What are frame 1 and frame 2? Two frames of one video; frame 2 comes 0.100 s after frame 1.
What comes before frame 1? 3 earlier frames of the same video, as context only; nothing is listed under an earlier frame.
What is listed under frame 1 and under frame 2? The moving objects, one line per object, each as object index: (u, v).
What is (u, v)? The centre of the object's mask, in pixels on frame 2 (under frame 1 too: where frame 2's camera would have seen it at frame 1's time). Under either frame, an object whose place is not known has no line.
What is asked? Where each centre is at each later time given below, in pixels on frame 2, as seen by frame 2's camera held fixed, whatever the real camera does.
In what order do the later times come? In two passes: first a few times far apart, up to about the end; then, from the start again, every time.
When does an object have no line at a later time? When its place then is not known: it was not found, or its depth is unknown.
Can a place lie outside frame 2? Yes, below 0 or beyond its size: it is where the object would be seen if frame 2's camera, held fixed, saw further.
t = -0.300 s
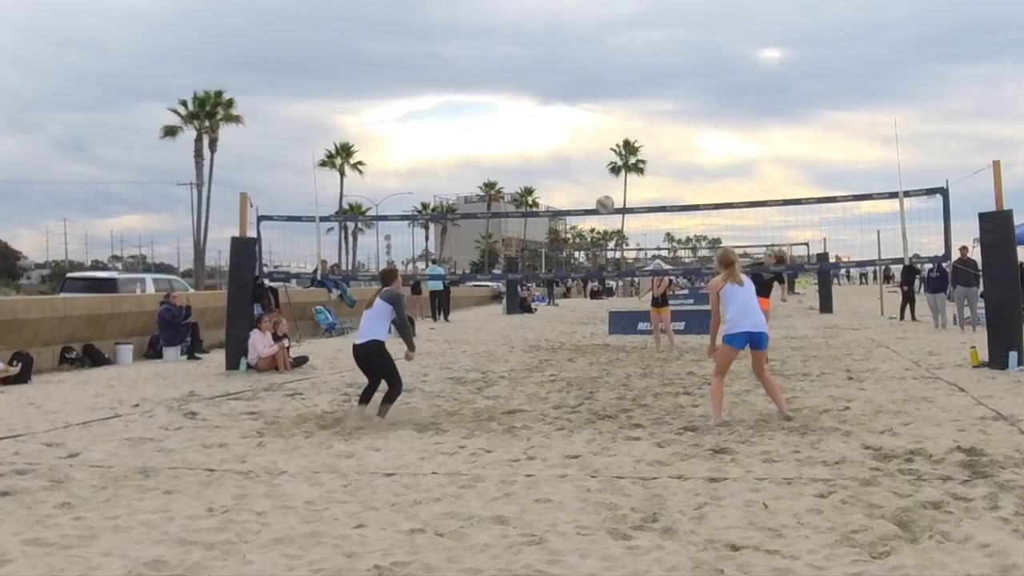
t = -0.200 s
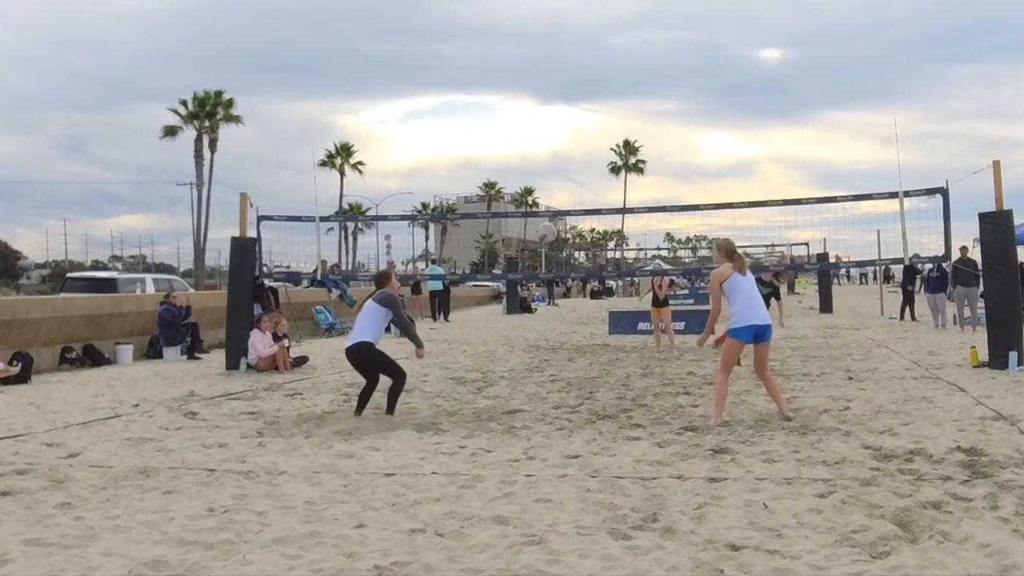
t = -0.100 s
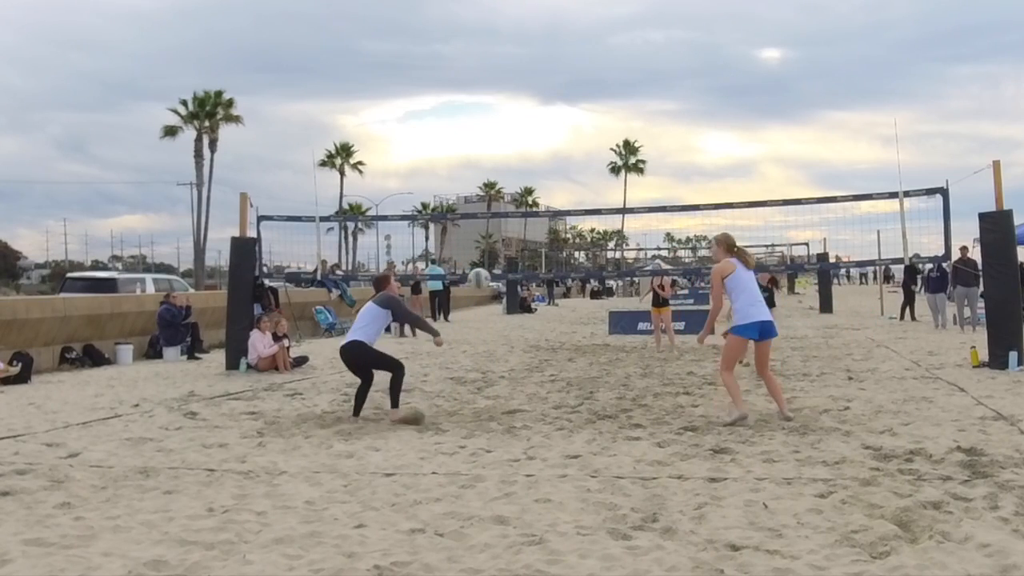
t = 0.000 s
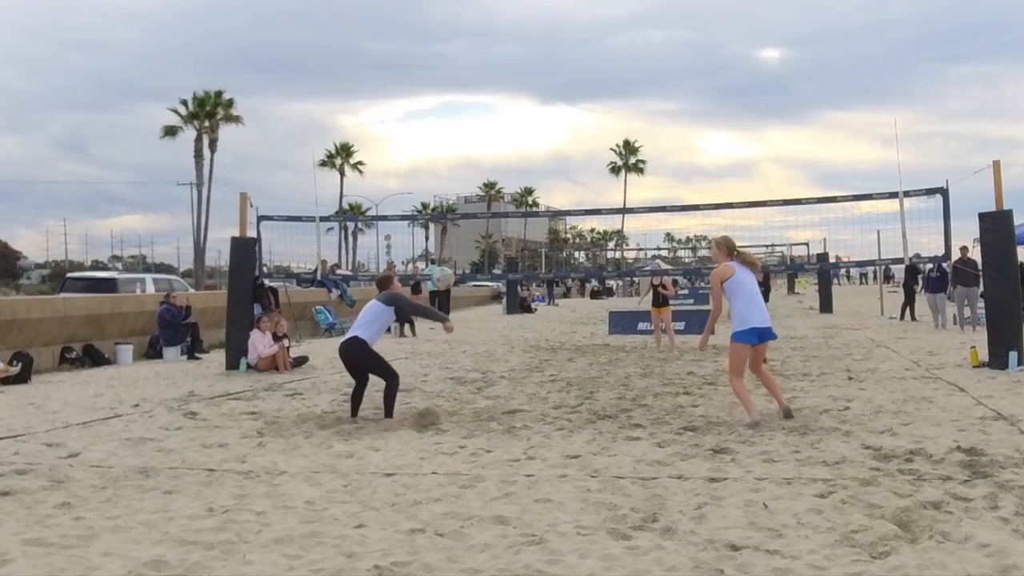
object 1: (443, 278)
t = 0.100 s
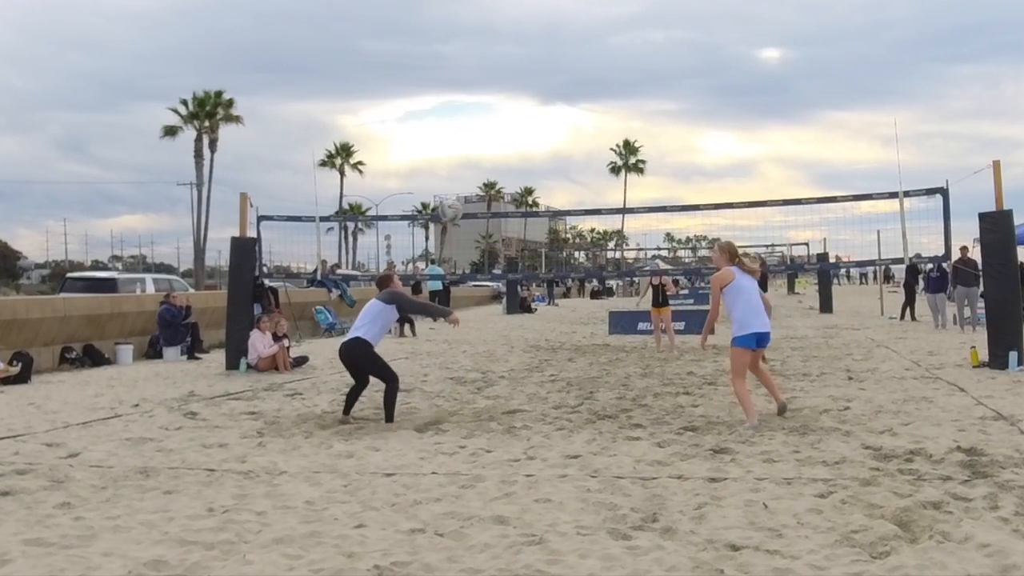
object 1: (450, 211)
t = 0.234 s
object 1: (461, 139)
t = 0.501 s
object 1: (479, 57)
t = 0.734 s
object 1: (495, 43)
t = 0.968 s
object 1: (512, 79)
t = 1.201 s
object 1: (532, 160)
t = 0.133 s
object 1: (453, 191)
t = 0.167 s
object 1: (456, 172)
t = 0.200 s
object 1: (458, 155)
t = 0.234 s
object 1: (461, 139)
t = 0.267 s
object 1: (463, 125)
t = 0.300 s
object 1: (465, 112)
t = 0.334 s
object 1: (468, 100)
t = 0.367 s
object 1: (470, 89)
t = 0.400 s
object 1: (473, 80)
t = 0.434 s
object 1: (475, 71)
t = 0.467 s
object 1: (477, 63)
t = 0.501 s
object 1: (479, 57)
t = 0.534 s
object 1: (482, 52)
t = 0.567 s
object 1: (484, 48)
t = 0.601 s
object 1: (486, 45)
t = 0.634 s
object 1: (489, 43)
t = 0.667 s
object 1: (491, 41)
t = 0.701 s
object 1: (493, 42)
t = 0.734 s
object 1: (495, 43)
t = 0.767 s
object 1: (498, 45)
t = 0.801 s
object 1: (500, 48)
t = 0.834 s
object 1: (503, 52)
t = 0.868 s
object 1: (505, 58)
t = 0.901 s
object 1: (507, 63)
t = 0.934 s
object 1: (510, 70)
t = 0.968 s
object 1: (512, 79)
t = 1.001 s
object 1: (515, 88)
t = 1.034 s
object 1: (518, 97)
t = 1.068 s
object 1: (521, 107)
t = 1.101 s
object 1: (523, 119)
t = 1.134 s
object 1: (526, 132)
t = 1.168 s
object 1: (529, 145)
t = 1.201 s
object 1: (532, 160)
